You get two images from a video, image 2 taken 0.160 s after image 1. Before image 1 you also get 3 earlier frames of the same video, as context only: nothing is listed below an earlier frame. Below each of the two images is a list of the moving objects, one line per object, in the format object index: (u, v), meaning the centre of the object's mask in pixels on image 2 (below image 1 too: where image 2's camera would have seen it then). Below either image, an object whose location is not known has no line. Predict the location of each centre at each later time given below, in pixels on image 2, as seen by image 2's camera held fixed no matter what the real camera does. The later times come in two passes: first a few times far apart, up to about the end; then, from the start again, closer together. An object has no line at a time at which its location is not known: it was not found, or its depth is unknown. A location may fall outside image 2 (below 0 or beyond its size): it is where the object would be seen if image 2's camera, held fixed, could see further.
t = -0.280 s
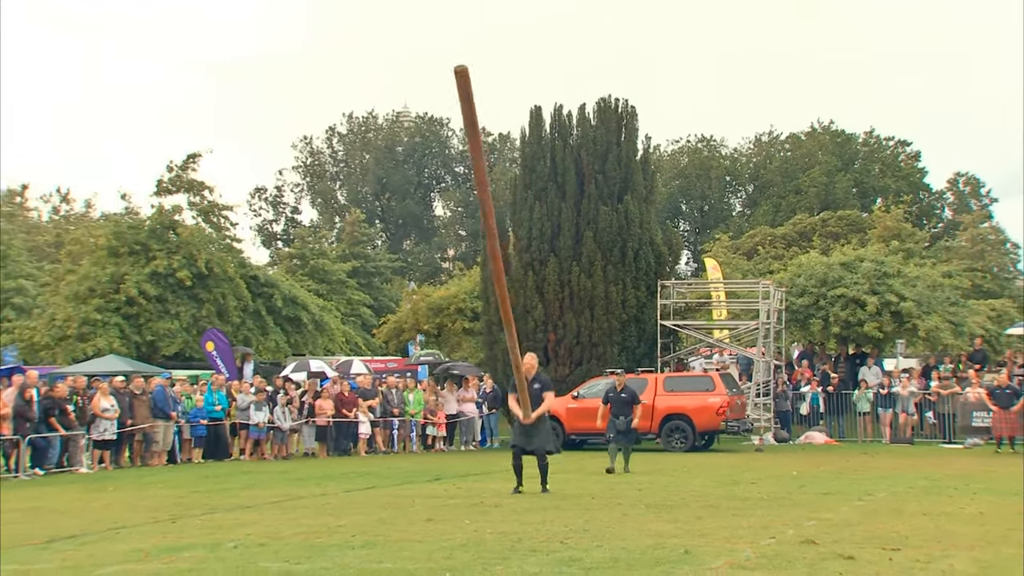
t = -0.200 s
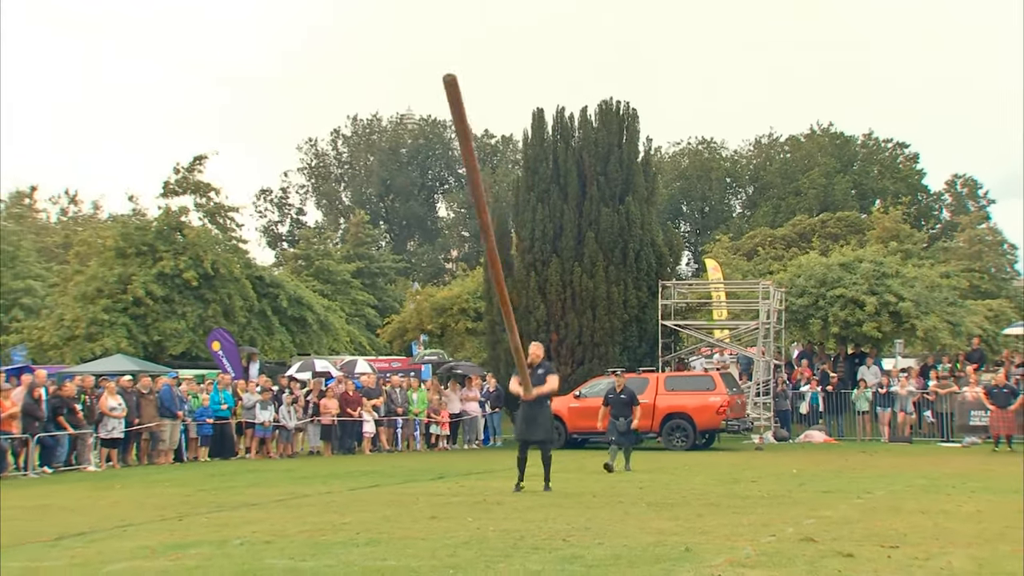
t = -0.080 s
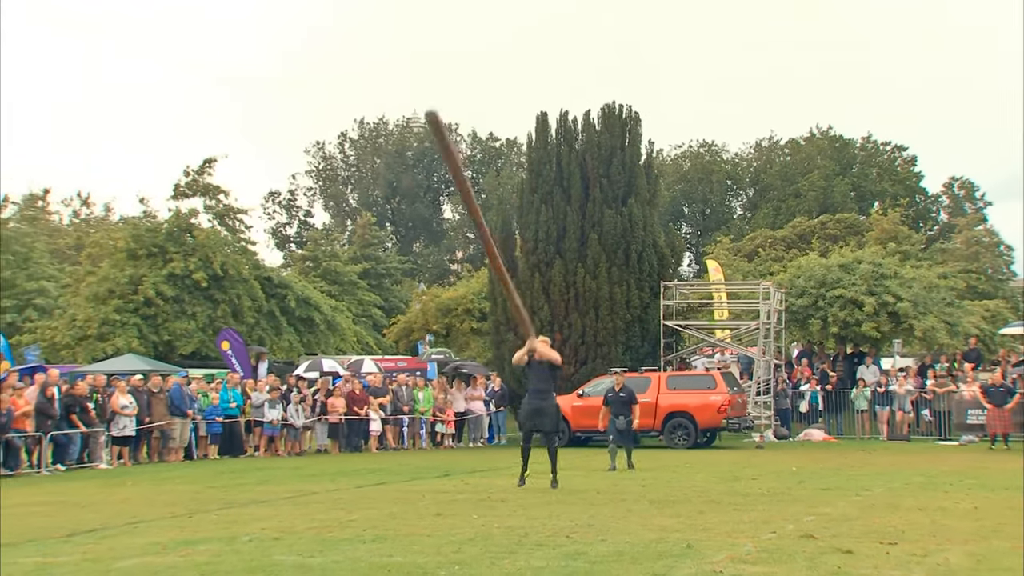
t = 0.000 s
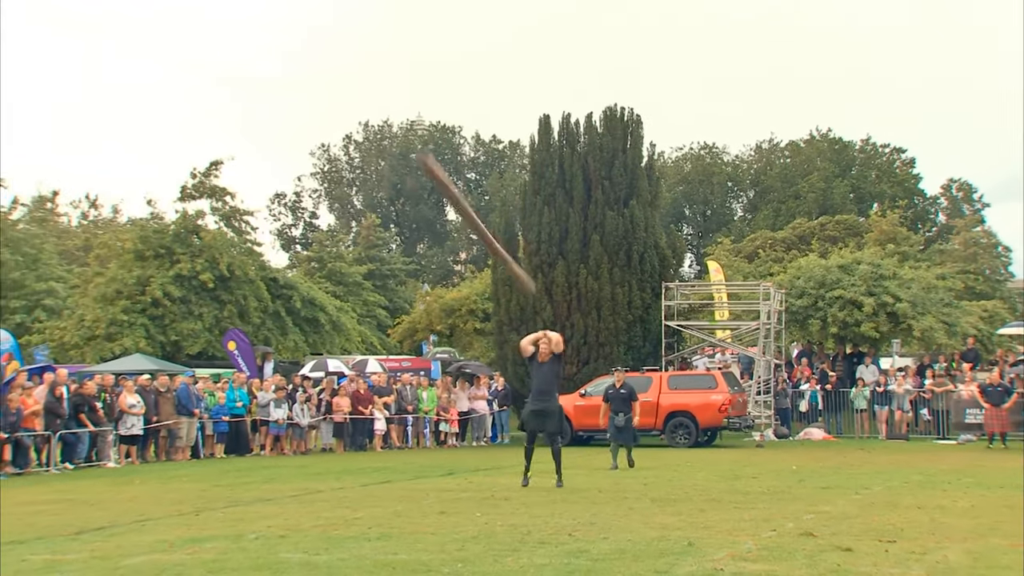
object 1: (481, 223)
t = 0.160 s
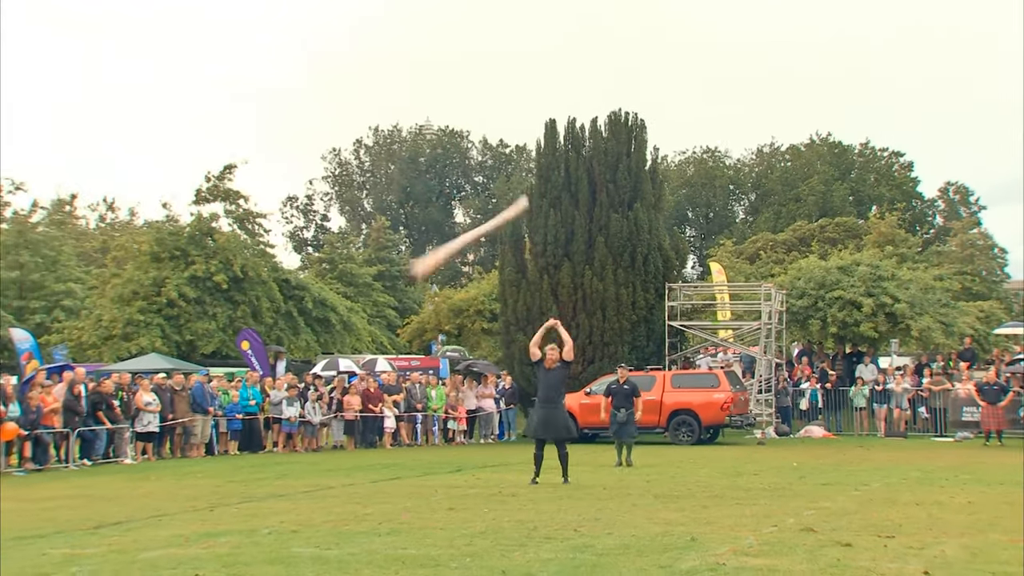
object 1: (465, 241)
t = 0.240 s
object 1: (454, 262)
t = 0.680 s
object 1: (414, 298)
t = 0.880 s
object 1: (394, 300)
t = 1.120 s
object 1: (369, 290)
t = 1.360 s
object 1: (340, 303)
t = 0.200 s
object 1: (459, 251)
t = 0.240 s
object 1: (454, 262)
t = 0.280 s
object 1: (450, 268)
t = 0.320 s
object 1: (442, 282)
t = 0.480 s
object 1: (432, 325)
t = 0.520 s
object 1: (428, 321)
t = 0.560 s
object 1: (425, 313)
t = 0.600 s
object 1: (421, 305)
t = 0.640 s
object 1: (417, 299)
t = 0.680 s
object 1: (414, 298)
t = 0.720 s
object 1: (410, 296)
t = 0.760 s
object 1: (407, 292)
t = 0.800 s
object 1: (403, 290)
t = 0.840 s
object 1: (398, 297)
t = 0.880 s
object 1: (394, 300)
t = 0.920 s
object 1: (390, 299)
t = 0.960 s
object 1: (385, 295)
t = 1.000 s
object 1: (381, 292)
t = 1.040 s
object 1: (377, 293)
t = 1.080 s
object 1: (373, 293)
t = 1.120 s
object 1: (369, 290)
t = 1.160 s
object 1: (365, 290)
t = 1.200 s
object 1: (361, 292)
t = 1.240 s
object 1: (356, 292)
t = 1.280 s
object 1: (351, 295)
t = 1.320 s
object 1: (346, 297)
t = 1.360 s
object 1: (340, 303)
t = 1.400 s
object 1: (335, 310)
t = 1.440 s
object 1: (329, 316)
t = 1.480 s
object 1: (324, 327)
